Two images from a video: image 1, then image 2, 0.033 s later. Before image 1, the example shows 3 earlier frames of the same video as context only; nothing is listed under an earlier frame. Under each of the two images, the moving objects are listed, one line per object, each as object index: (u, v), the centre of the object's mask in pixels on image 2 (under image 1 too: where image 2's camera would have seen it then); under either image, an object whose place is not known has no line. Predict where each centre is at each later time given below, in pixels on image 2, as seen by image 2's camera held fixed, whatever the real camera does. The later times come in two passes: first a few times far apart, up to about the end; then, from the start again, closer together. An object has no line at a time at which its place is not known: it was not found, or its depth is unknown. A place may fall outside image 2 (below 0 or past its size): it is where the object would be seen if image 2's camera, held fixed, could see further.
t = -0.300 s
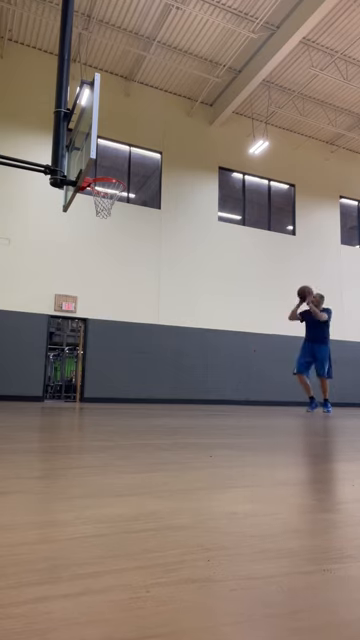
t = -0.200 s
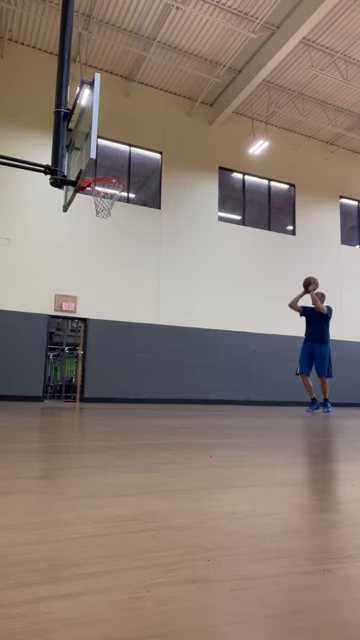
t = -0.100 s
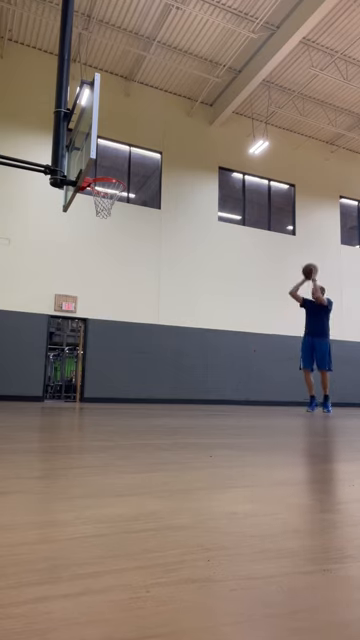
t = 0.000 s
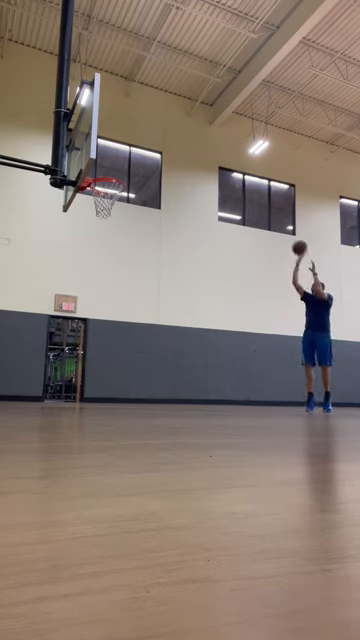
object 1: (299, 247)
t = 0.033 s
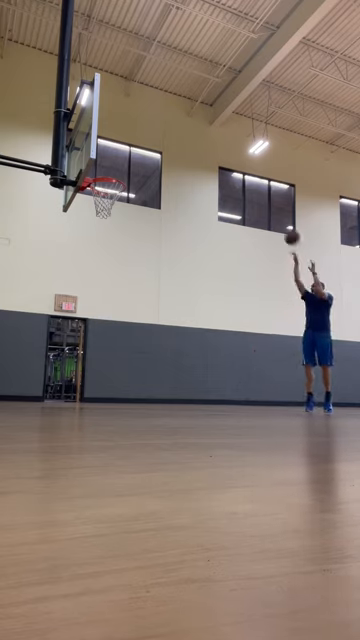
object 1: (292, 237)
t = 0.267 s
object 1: (237, 186)
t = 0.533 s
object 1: (171, 167)
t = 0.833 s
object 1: (92, 198)
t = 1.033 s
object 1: (89, 206)
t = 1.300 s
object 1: (86, 259)
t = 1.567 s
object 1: (79, 370)
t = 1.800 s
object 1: (95, 336)
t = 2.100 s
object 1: (122, 283)
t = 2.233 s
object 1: (132, 281)
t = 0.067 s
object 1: (283, 229)
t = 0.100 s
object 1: (276, 220)
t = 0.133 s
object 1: (268, 213)
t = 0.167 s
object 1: (260, 206)
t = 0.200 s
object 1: (252, 200)
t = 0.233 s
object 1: (245, 192)
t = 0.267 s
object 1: (237, 186)
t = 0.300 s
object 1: (229, 182)
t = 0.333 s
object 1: (219, 179)
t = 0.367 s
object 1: (213, 174)
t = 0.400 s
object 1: (205, 171)
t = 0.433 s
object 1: (197, 169)
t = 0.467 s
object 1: (188, 168)
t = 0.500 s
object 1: (180, 167)
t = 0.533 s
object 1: (171, 167)
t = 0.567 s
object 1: (164, 168)
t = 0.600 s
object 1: (154, 169)
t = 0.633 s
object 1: (143, 171)
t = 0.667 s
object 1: (135, 175)
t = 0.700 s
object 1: (125, 178)
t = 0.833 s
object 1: (92, 198)
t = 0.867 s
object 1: (89, 198)
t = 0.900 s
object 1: (89, 198)
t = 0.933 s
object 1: (89, 199)
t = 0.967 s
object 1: (89, 200)
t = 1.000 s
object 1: (89, 202)
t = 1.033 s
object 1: (89, 206)
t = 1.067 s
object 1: (89, 210)
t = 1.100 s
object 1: (89, 215)
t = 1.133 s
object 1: (88, 220)
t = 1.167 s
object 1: (88, 226)
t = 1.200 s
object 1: (88, 233)
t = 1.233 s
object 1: (87, 241)
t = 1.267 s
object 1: (87, 249)
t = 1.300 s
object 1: (86, 259)
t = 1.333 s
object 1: (86, 270)
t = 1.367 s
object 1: (85, 281)
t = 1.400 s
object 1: (85, 293)
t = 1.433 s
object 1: (84, 306)
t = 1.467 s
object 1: (82, 320)
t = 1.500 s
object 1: (82, 337)
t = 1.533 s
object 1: (80, 352)
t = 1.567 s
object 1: (79, 370)
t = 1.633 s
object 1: (78, 394)
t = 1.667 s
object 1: (82, 383)
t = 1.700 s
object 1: (85, 369)
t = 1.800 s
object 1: (95, 336)
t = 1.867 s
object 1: (102, 317)
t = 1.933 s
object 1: (108, 303)
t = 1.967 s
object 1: (111, 297)
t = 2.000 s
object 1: (114, 292)
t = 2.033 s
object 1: (117, 288)
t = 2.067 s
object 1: (119, 285)
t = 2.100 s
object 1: (122, 283)
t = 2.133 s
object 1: (125, 281)
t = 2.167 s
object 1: (127, 280)
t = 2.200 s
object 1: (130, 280)
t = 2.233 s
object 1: (132, 281)
